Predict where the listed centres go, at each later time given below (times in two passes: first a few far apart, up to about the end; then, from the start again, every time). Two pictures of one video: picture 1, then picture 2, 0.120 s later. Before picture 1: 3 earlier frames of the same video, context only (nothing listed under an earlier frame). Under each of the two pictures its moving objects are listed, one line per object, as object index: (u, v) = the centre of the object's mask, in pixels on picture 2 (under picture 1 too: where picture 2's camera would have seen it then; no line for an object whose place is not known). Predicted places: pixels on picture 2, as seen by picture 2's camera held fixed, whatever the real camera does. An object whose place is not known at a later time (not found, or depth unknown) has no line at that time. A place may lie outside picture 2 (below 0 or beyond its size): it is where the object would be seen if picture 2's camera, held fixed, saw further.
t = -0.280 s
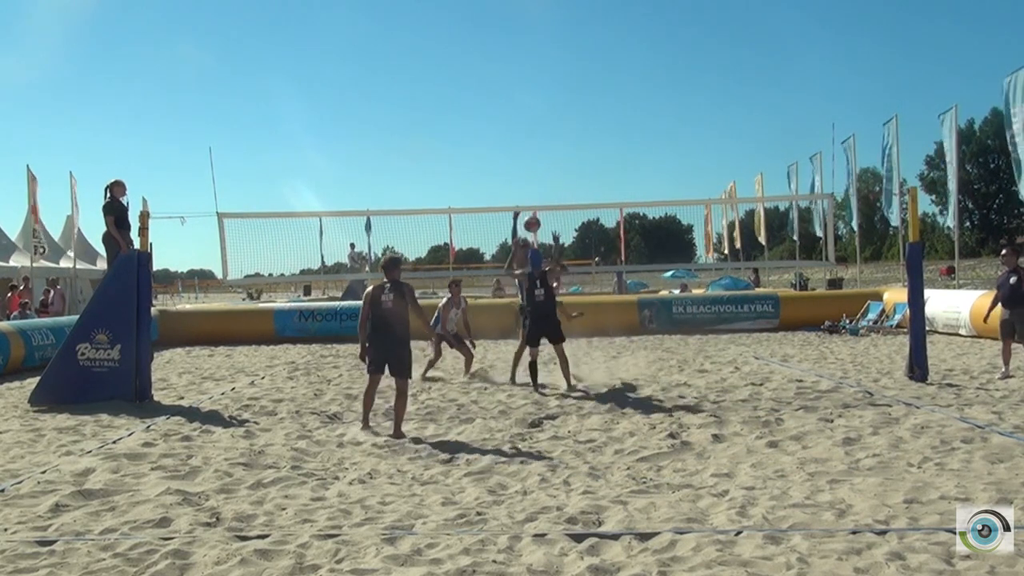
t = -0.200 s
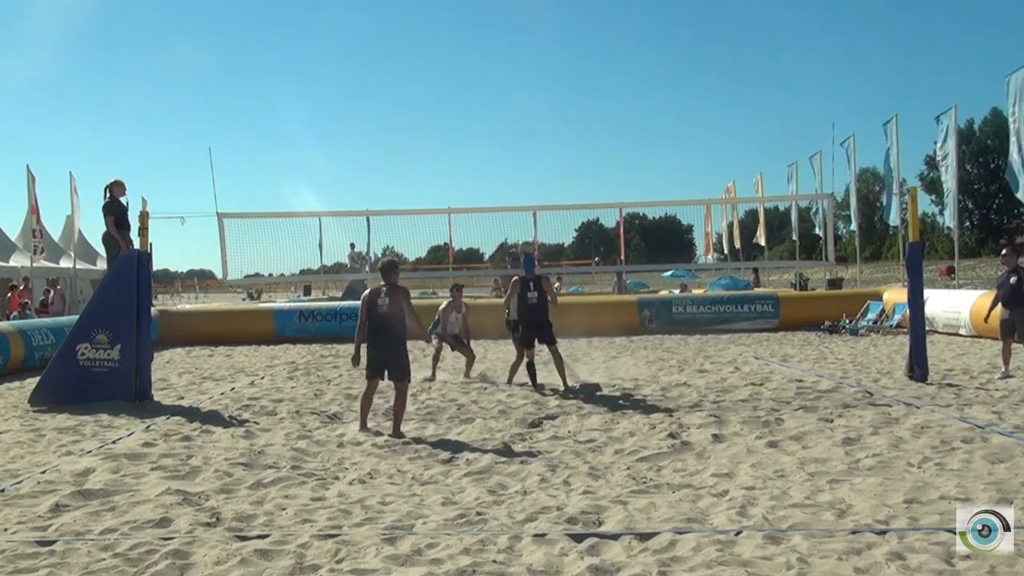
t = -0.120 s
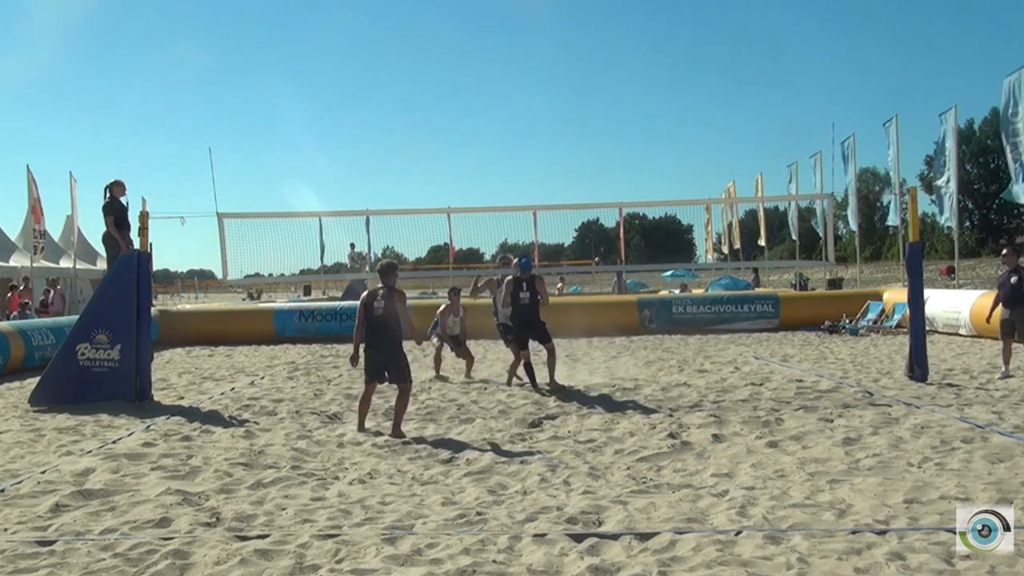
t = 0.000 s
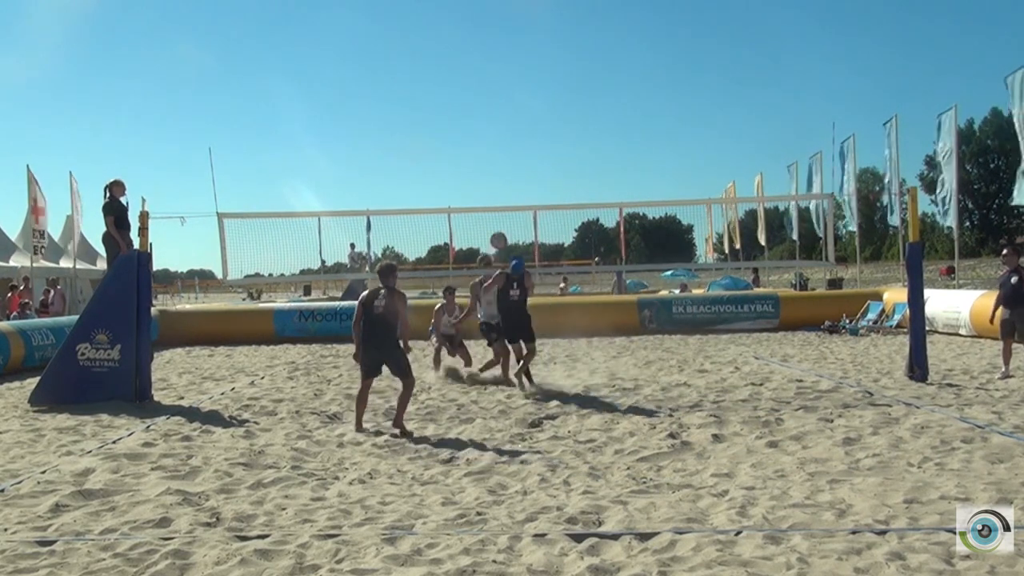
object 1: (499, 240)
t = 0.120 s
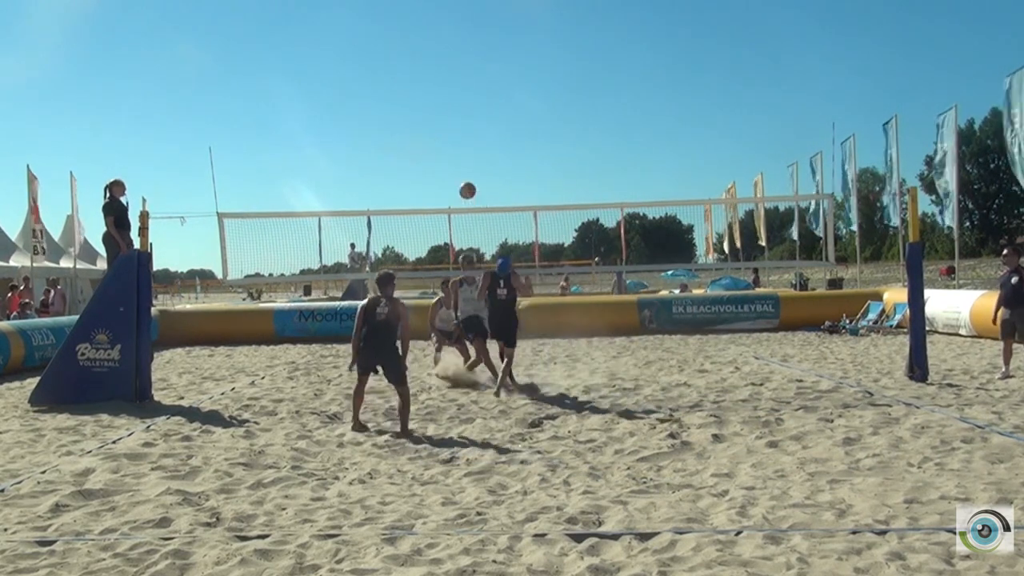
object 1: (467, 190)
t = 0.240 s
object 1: (437, 153)
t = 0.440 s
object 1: (387, 115)
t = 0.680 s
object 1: (329, 112)
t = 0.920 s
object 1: (278, 153)
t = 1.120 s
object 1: (238, 206)
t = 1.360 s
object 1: (202, 208)
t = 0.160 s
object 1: (457, 176)
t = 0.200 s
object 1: (447, 164)
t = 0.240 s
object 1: (437, 153)
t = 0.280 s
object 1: (427, 142)
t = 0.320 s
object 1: (417, 133)
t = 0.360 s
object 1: (406, 126)
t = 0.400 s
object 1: (396, 120)
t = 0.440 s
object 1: (387, 115)
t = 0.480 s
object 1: (377, 112)
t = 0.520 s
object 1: (368, 109)
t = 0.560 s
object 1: (358, 107)
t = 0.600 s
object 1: (348, 108)
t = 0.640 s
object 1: (338, 109)
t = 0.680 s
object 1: (329, 112)
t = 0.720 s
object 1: (321, 115)
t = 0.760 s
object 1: (311, 120)
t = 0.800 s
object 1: (302, 126)
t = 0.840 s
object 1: (294, 134)
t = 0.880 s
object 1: (285, 142)
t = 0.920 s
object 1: (278, 153)
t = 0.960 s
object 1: (269, 163)
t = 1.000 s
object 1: (261, 175)
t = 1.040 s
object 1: (253, 188)
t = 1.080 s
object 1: (245, 202)
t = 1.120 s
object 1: (238, 206)
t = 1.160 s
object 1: (232, 204)
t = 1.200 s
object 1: (226, 202)
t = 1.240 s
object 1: (220, 202)
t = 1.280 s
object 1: (214, 203)
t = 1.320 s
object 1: (208, 205)
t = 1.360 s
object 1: (202, 208)
